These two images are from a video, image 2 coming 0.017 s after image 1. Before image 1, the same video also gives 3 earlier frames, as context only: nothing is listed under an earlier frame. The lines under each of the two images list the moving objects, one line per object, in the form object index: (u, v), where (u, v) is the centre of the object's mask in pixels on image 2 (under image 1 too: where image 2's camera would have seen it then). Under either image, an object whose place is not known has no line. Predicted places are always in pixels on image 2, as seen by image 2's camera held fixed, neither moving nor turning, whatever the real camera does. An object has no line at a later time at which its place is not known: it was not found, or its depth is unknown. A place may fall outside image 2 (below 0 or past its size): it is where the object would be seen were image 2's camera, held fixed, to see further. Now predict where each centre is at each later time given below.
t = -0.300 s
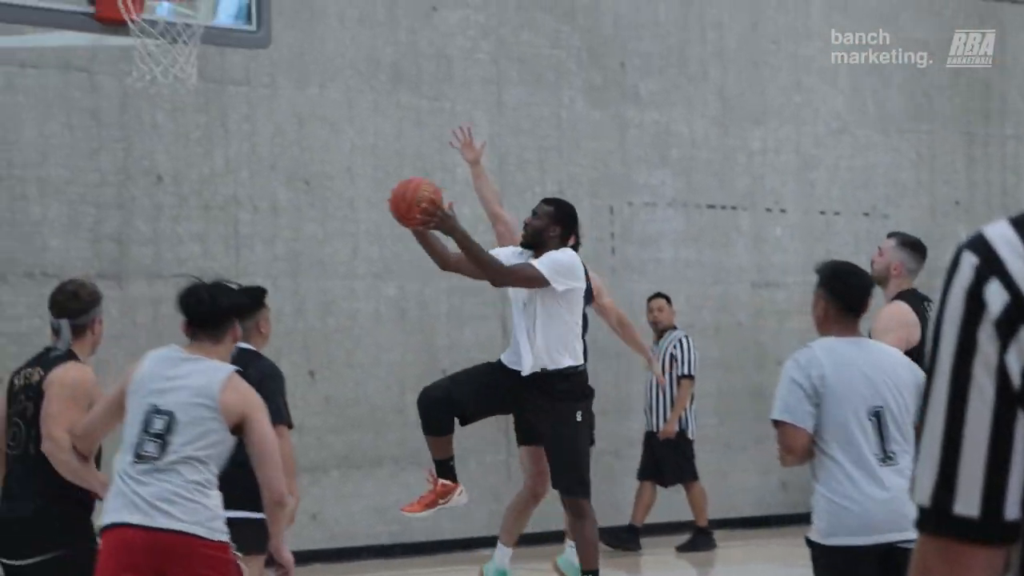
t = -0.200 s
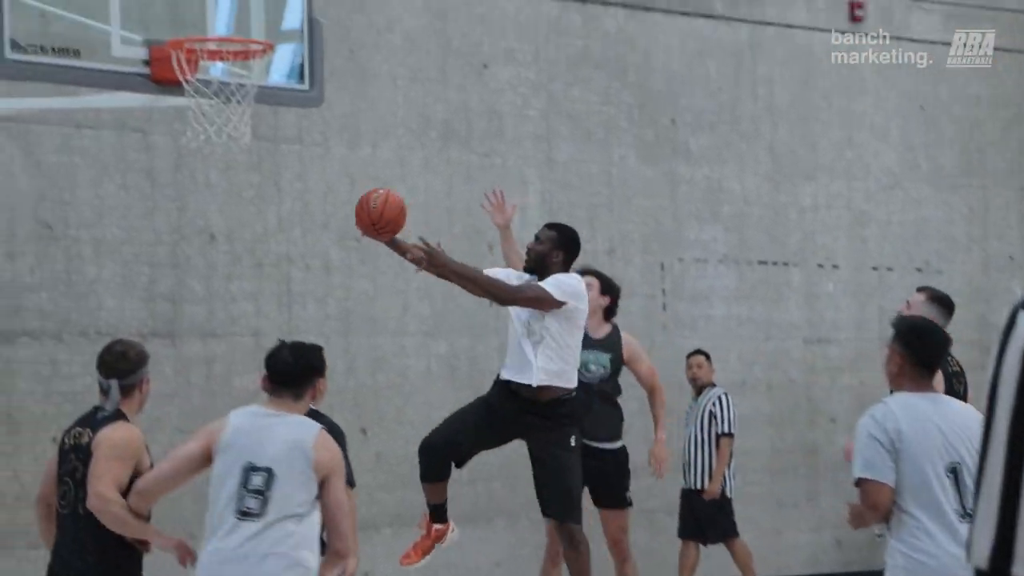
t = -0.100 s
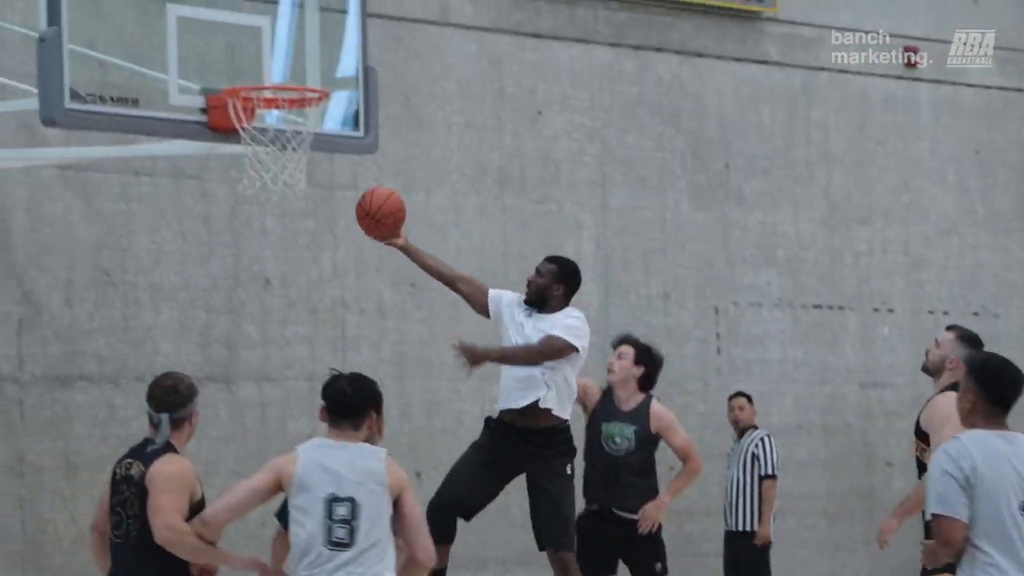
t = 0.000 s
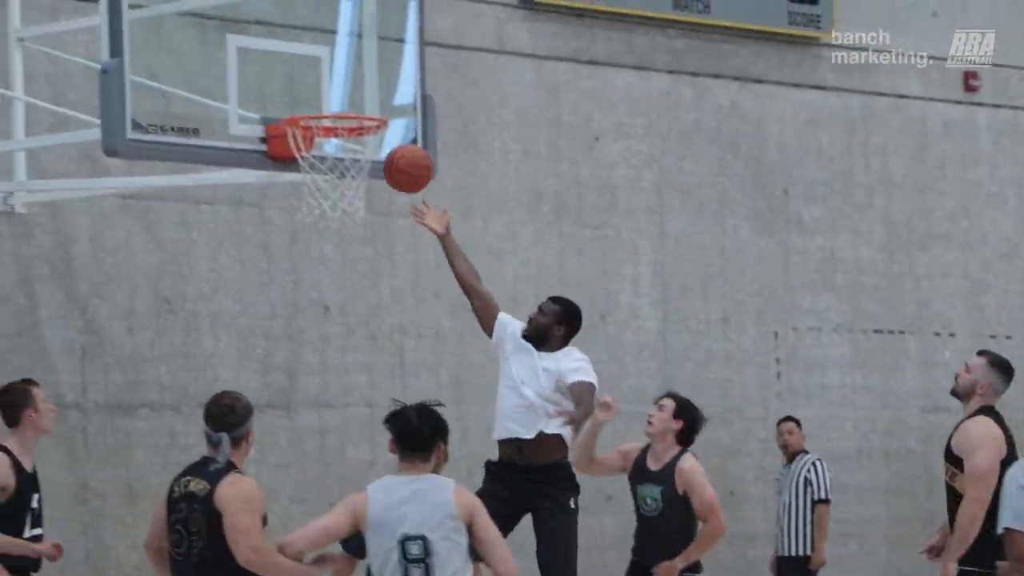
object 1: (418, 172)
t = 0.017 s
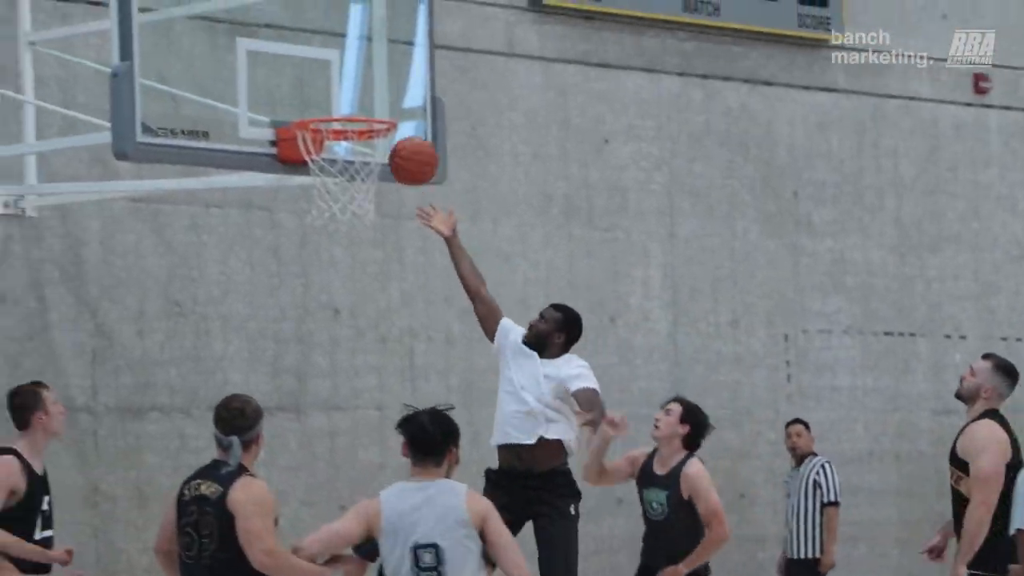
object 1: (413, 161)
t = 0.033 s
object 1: (410, 152)
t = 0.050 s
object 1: (406, 142)
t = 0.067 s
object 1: (404, 132)
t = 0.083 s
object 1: (400, 121)
